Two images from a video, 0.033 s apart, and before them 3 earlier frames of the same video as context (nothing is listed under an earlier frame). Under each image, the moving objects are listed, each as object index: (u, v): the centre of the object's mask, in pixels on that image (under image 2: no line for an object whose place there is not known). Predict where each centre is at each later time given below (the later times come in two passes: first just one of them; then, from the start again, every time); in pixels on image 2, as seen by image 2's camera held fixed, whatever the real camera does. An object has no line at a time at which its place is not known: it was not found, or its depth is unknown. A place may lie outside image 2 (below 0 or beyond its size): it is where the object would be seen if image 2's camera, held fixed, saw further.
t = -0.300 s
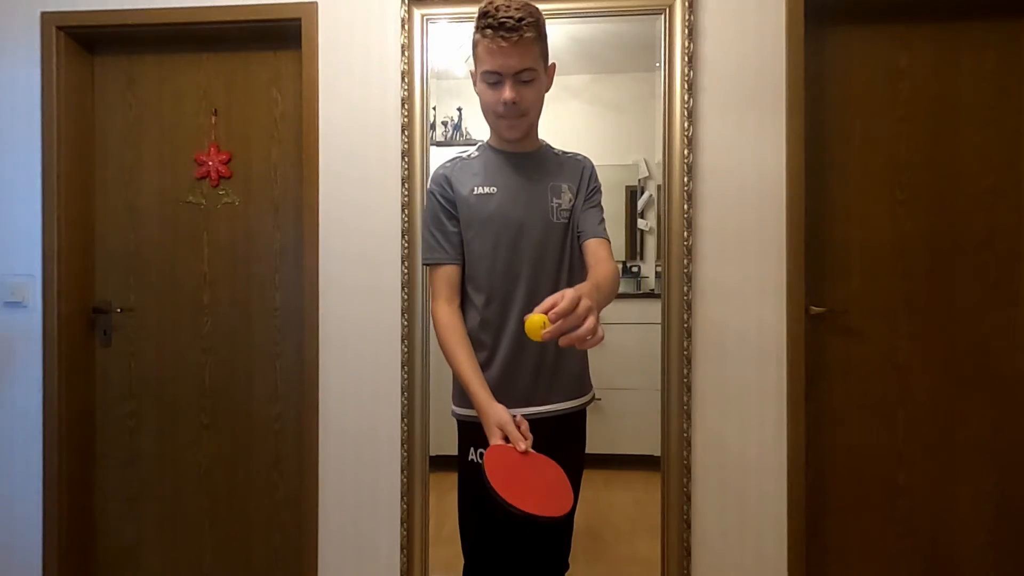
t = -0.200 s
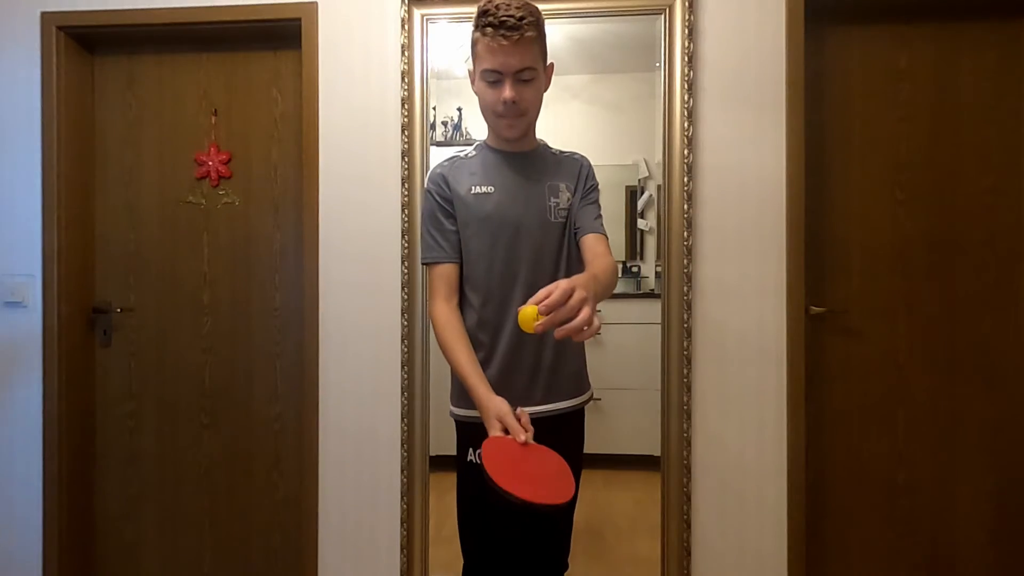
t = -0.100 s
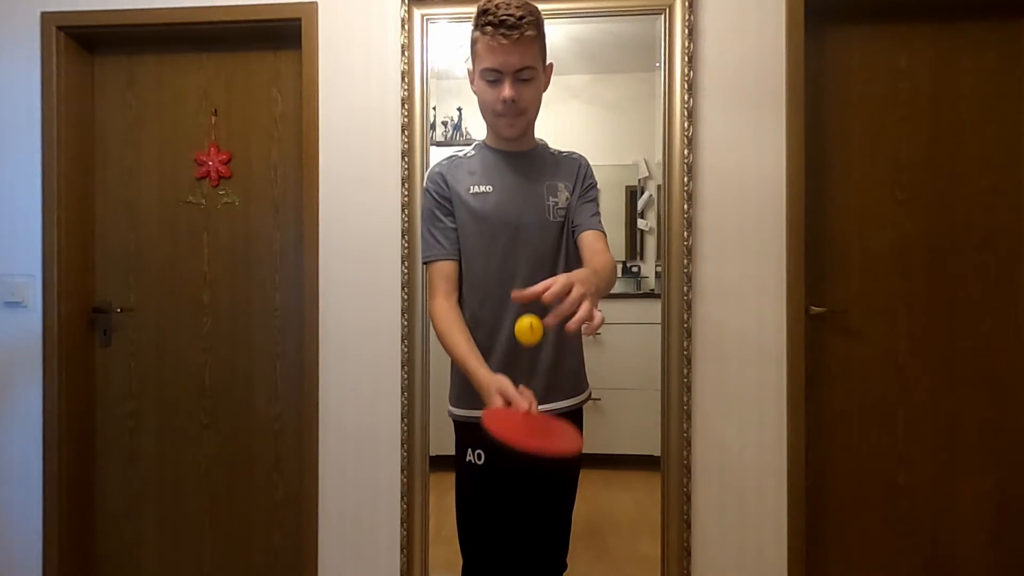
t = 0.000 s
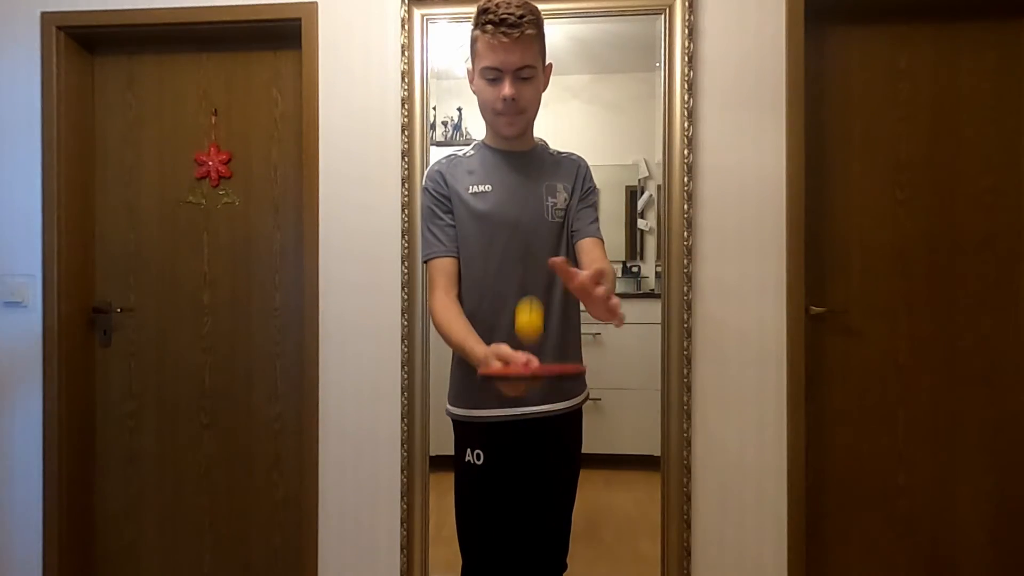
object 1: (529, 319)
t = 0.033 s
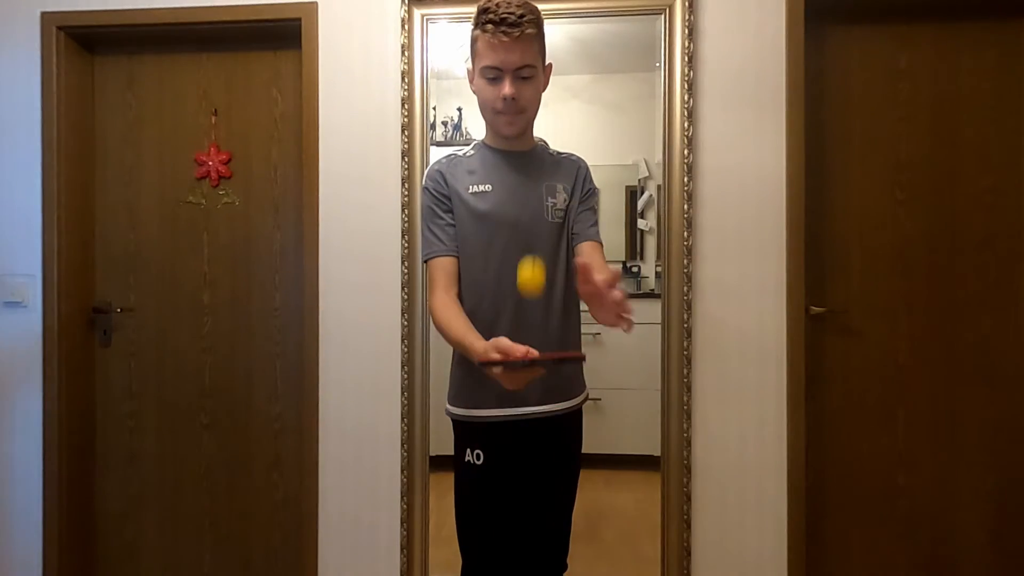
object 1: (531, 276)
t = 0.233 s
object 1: (541, 181)
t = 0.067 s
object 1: (533, 241)
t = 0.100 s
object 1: (534, 213)
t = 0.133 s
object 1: (536, 193)
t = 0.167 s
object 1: (538, 181)
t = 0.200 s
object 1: (539, 177)
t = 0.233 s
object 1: (541, 181)
